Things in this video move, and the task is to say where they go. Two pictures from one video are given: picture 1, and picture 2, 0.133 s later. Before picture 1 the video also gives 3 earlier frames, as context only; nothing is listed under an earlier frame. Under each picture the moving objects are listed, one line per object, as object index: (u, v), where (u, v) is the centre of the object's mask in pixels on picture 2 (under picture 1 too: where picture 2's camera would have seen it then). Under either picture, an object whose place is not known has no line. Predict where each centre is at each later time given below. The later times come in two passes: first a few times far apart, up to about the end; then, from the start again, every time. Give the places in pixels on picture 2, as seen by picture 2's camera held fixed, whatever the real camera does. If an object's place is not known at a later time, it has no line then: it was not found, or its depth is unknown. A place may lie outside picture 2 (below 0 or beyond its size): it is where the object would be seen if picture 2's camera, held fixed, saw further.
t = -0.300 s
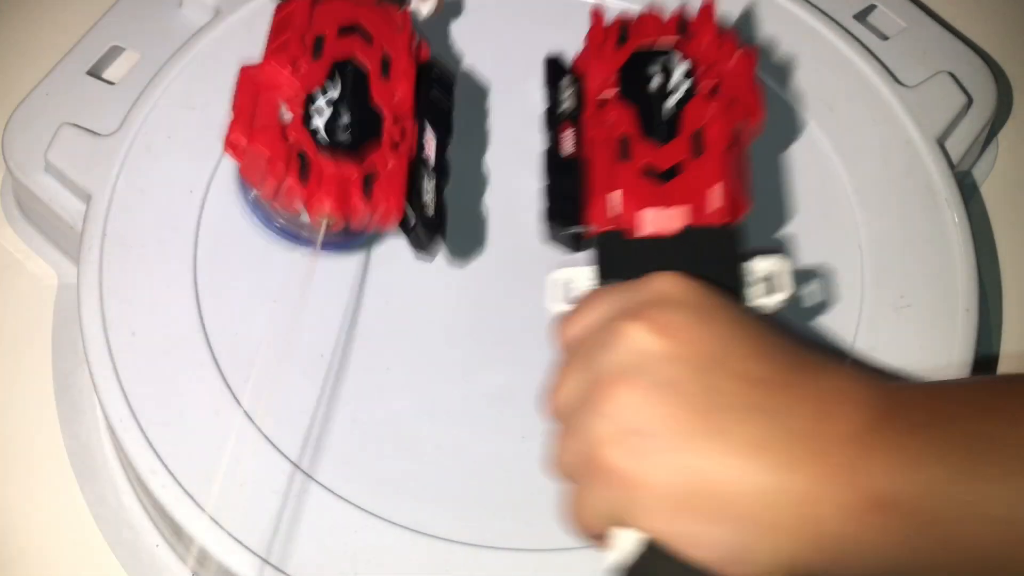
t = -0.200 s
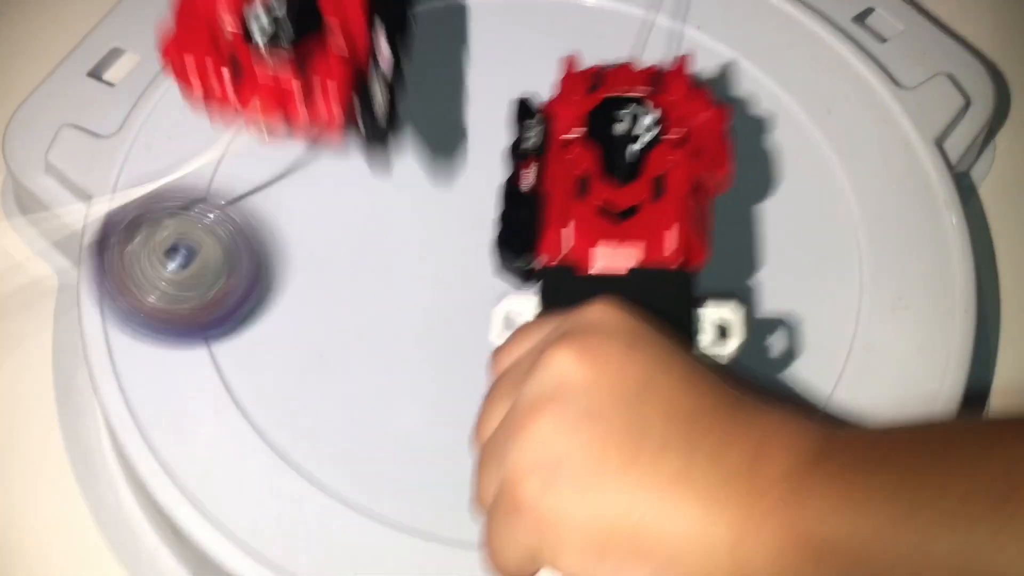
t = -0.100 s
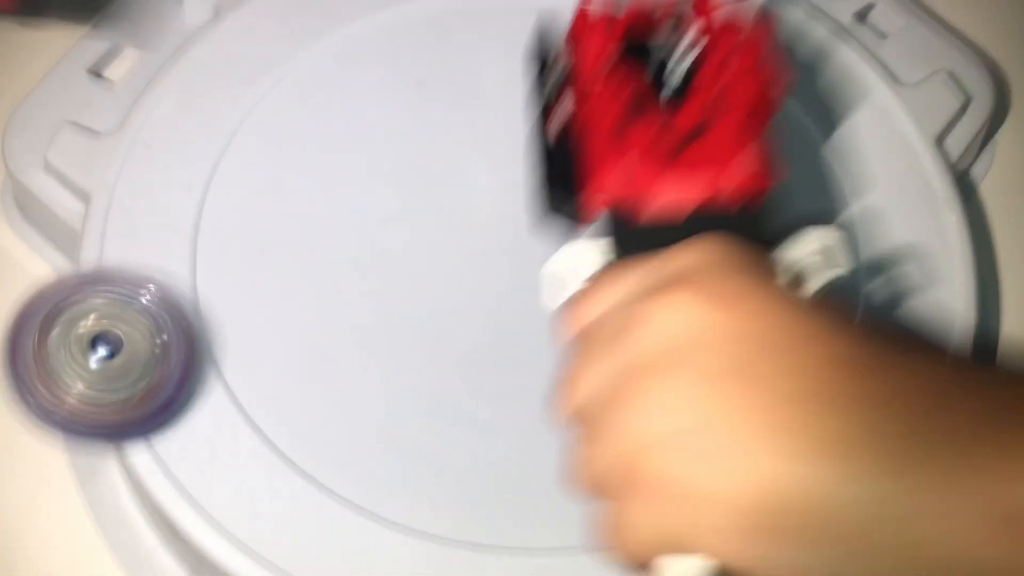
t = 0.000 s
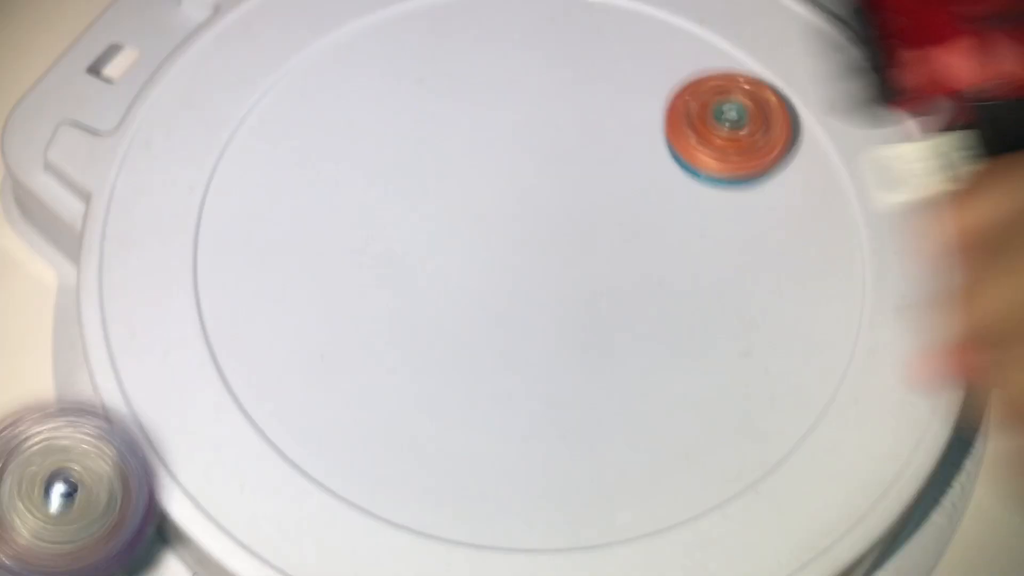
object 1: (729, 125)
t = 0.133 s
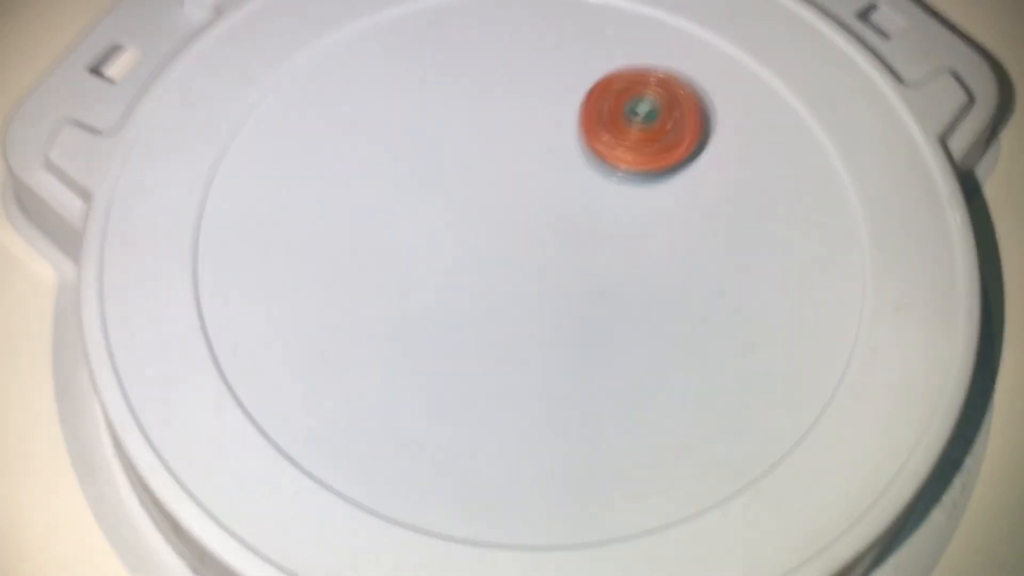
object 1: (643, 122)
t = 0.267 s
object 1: (525, 145)
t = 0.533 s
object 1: (443, 297)
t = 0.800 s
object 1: (665, 314)
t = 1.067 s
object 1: (625, 149)
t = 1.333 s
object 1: (417, 163)
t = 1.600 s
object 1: (460, 330)
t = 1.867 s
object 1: (665, 267)
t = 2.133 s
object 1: (550, 114)
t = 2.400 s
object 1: (398, 186)
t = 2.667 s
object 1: (519, 327)
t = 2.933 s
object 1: (648, 200)
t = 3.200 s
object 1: (489, 119)
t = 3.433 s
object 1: (421, 249)
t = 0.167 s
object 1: (614, 127)
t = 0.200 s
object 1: (582, 136)
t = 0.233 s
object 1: (553, 140)
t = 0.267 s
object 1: (525, 145)
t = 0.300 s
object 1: (498, 156)
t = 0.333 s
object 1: (474, 167)
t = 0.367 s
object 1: (453, 183)
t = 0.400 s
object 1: (438, 204)
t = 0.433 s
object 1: (428, 222)
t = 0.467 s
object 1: (425, 247)
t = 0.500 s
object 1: (431, 273)
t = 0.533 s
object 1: (443, 297)
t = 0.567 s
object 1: (463, 318)
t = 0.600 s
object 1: (487, 335)
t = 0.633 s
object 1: (519, 347)
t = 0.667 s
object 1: (553, 354)
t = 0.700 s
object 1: (588, 351)
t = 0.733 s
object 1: (618, 343)
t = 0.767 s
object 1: (644, 330)
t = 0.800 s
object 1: (665, 314)
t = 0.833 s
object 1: (680, 294)
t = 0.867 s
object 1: (689, 275)
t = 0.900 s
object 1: (692, 255)
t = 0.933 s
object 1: (689, 233)
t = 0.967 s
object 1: (680, 210)
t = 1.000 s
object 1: (666, 187)
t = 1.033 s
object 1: (648, 166)
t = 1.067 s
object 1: (625, 149)
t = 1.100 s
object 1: (600, 136)
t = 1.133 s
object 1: (571, 125)
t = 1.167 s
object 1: (544, 120)
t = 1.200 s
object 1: (515, 120)
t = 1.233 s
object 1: (485, 124)
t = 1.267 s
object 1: (458, 134)
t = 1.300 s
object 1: (436, 147)
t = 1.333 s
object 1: (417, 163)
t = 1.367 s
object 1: (403, 180)
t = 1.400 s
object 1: (393, 202)
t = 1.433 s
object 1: (391, 224)
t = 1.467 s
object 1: (393, 245)
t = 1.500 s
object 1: (401, 269)
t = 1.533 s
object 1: (417, 292)
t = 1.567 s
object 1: (436, 313)
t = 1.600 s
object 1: (460, 330)
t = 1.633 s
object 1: (491, 343)
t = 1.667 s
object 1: (522, 349)
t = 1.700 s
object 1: (555, 349)
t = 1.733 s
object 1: (587, 342)
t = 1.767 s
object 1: (614, 330)
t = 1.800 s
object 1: (637, 312)
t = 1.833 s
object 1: (655, 291)
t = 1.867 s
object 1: (665, 267)
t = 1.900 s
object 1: (670, 242)
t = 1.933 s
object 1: (668, 216)
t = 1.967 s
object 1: (659, 193)
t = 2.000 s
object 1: (645, 170)
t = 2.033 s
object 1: (626, 151)
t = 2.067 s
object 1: (603, 134)
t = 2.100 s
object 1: (578, 123)
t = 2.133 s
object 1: (550, 114)
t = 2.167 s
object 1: (522, 111)
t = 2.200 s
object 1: (495, 111)
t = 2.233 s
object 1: (469, 116)
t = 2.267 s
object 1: (447, 125)
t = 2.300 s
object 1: (429, 136)
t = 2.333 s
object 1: (415, 150)
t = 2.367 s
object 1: (404, 166)
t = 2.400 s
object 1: (398, 186)
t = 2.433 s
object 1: (395, 206)
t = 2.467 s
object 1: (397, 229)
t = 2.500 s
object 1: (405, 251)
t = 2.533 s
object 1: (418, 273)
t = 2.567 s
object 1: (436, 293)
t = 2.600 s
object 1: (462, 310)
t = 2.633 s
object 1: (487, 322)
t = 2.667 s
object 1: (519, 327)
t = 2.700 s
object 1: (549, 326)
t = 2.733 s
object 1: (578, 318)
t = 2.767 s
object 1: (603, 305)
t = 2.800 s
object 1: (622, 288)
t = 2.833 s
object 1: (638, 268)
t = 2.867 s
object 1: (648, 246)
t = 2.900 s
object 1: (651, 222)
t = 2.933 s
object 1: (648, 200)
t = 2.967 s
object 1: (639, 179)
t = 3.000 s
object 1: (626, 158)
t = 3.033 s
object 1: (607, 141)
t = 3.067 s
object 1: (587, 128)
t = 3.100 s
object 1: (563, 119)
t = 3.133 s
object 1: (539, 115)
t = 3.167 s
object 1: (513, 114)
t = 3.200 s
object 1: (489, 119)
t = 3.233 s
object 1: (467, 128)
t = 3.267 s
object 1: (446, 143)
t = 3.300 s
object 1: (428, 159)
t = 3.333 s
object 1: (416, 179)
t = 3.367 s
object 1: (411, 202)
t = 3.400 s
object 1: (412, 226)
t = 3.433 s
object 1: (421, 249)
